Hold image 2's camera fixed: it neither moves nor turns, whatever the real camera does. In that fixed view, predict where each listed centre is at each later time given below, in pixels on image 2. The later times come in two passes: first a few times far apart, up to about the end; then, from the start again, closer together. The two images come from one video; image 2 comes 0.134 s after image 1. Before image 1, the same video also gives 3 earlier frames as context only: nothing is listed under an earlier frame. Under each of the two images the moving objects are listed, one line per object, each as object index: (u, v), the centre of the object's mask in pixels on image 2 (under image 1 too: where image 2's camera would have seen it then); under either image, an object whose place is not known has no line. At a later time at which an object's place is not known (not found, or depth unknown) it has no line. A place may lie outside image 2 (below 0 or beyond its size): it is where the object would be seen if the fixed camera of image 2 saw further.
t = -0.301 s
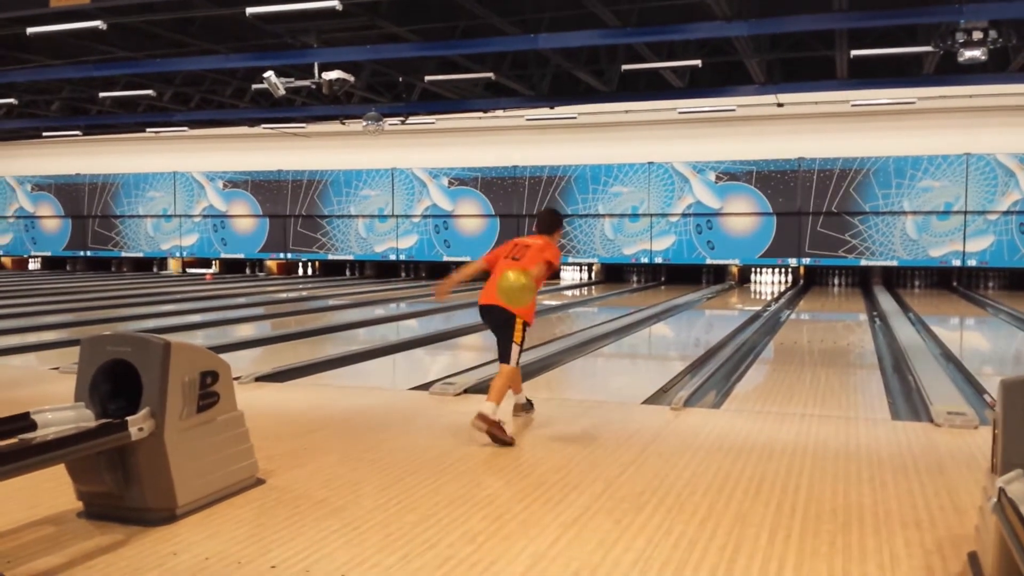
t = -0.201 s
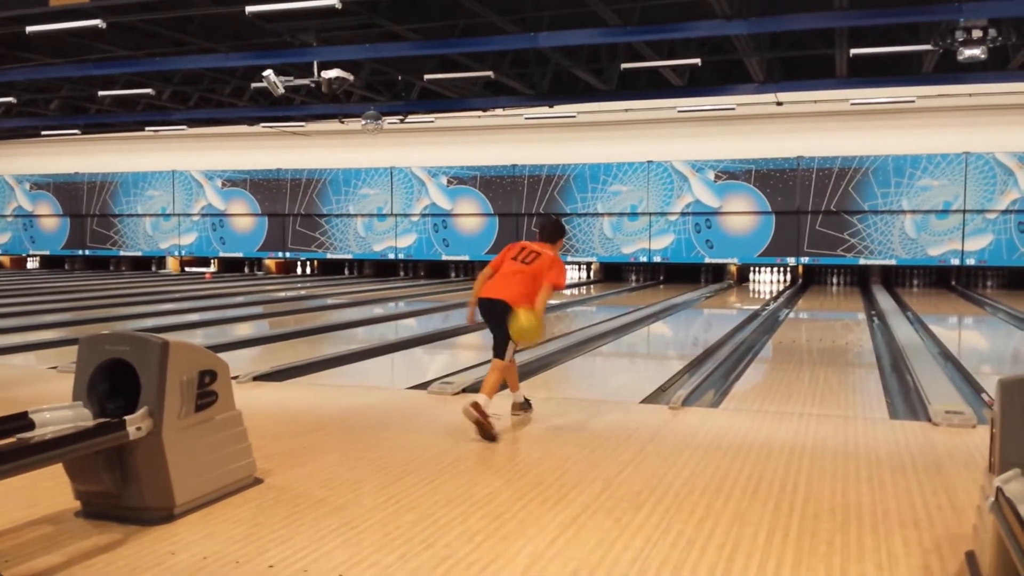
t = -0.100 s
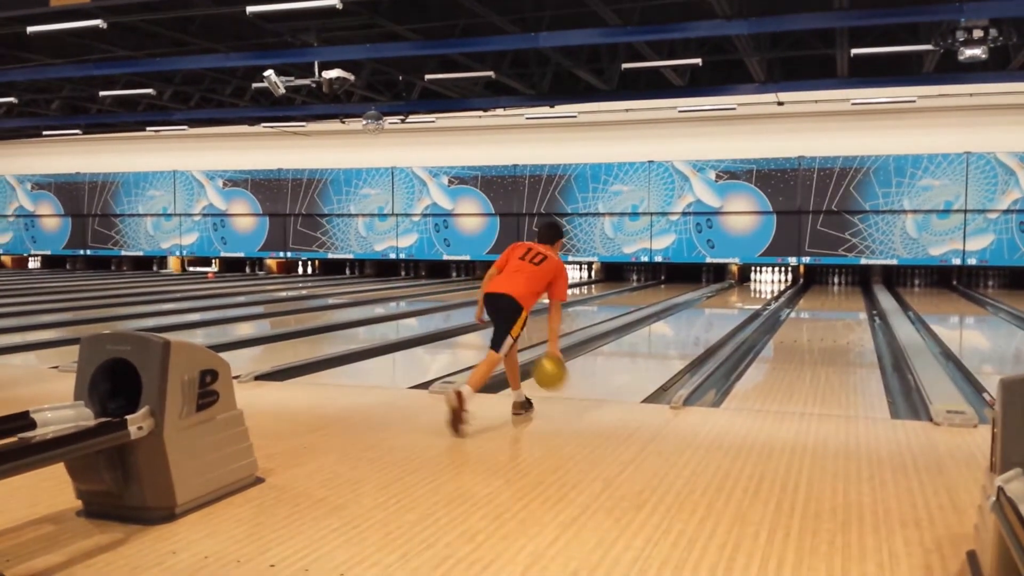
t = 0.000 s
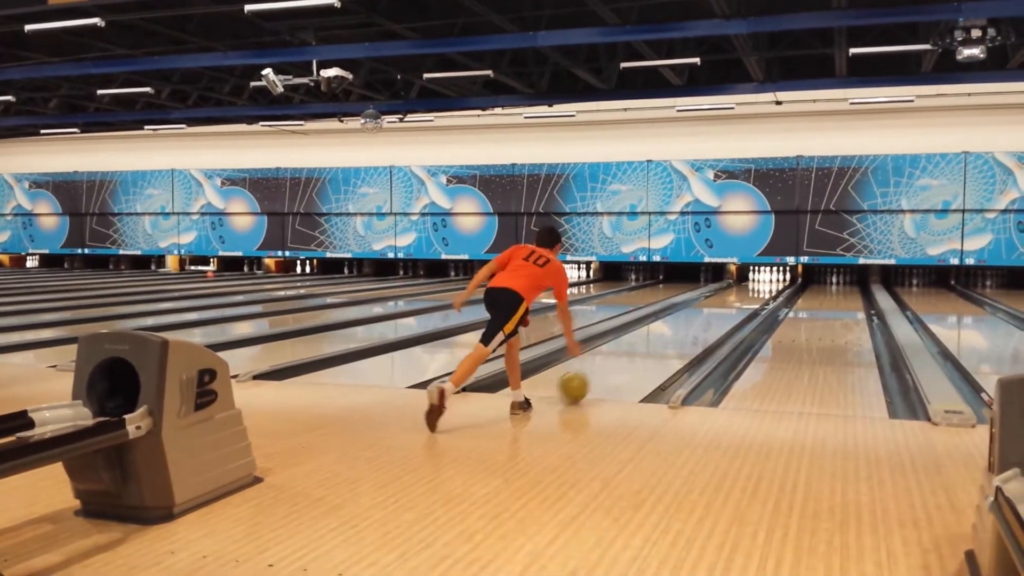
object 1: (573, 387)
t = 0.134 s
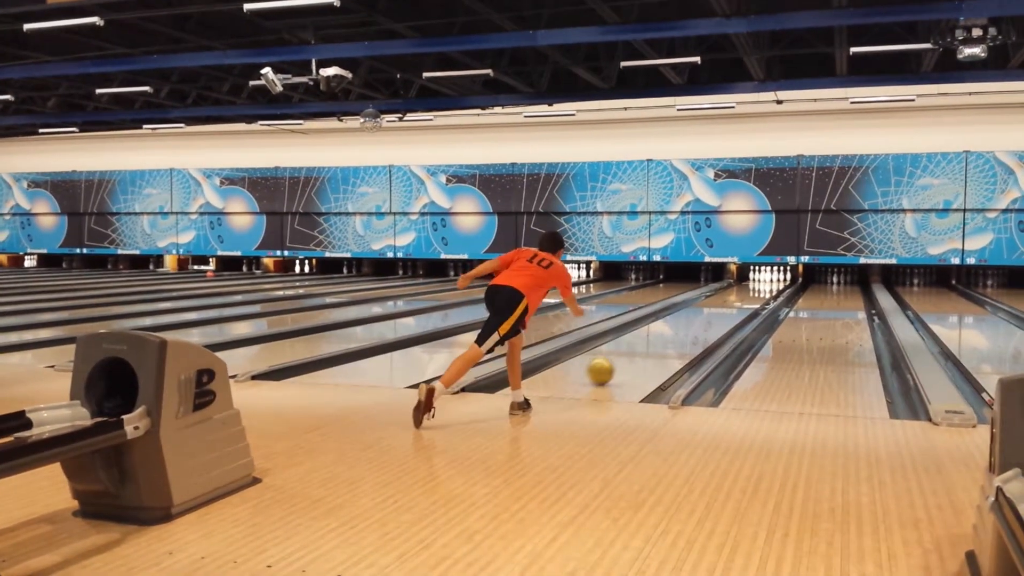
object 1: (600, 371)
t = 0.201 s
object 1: (612, 364)
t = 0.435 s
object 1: (643, 345)
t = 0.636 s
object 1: (664, 332)
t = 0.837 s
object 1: (680, 322)
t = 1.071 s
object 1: (695, 313)
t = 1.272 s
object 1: (705, 307)
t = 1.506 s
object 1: (715, 300)
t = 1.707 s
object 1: (722, 295)
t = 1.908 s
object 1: (731, 291)
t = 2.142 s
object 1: (737, 289)
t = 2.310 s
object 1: (742, 285)
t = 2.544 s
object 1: (748, 281)
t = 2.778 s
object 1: (751, 279)
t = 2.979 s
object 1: (757, 279)
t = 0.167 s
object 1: (606, 368)
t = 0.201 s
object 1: (612, 364)
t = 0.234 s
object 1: (617, 362)
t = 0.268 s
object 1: (622, 358)
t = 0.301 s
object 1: (627, 355)
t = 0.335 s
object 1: (631, 352)
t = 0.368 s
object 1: (635, 349)
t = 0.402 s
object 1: (639, 347)
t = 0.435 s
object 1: (643, 345)
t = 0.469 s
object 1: (647, 342)
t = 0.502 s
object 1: (651, 340)
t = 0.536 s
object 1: (655, 338)
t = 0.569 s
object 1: (658, 336)
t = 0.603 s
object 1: (661, 334)
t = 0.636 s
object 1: (664, 332)
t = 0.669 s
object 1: (667, 330)
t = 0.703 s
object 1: (670, 328)
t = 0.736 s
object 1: (672, 327)
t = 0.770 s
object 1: (675, 325)
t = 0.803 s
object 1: (677, 324)
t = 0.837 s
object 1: (680, 322)
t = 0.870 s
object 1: (682, 321)
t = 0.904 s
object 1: (684, 320)
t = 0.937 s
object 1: (686, 318)
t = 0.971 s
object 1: (688, 317)
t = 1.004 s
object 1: (690, 316)
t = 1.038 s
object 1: (692, 314)
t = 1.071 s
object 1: (695, 313)
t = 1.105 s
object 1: (696, 311)
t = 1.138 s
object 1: (698, 310)
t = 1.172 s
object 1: (700, 309)
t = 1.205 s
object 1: (702, 309)
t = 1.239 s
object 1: (703, 308)
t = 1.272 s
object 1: (705, 307)
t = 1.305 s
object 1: (706, 305)
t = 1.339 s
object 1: (708, 304)
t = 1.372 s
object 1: (709, 304)
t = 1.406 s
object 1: (710, 303)
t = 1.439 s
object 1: (712, 302)
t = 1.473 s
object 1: (713, 301)
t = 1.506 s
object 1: (715, 300)
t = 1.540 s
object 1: (716, 299)
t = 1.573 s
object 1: (718, 299)
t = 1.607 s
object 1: (720, 298)
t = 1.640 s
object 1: (721, 296)
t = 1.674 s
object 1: (721, 295)
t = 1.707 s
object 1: (722, 295)
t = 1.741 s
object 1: (724, 294)
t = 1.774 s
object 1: (725, 294)
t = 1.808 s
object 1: (726, 294)
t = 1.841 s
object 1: (728, 292)
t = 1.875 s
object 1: (730, 291)
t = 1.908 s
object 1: (731, 291)
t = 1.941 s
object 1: (732, 291)
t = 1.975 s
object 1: (733, 290)
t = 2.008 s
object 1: (734, 290)
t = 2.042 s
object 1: (734, 290)
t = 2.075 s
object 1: (735, 289)
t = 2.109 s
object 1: (735, 289)
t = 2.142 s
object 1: (737, 289)
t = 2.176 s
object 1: (737, 288)
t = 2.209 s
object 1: (738, 287)
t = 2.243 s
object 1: (739, 287)
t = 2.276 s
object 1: (740, 286)
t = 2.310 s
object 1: (742, 285)
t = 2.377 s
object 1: (744, 284)
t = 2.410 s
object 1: (744, 283)
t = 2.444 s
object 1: (745, 283)
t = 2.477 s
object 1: (747, 282)
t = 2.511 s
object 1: (747, 282)
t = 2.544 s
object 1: (748, 281)
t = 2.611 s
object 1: (749, 281)
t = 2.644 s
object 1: (749, 281)
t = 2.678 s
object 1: (750, 280)
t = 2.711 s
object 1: (750, 280)
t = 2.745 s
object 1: (751, 280)
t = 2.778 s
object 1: (751, 279)
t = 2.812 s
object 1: (753, 279)
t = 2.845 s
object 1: (753, 279)
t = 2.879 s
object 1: (754, 279)
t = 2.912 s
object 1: (755, 279)
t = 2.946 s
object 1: (756, 279)
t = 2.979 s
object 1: (757, 279)
